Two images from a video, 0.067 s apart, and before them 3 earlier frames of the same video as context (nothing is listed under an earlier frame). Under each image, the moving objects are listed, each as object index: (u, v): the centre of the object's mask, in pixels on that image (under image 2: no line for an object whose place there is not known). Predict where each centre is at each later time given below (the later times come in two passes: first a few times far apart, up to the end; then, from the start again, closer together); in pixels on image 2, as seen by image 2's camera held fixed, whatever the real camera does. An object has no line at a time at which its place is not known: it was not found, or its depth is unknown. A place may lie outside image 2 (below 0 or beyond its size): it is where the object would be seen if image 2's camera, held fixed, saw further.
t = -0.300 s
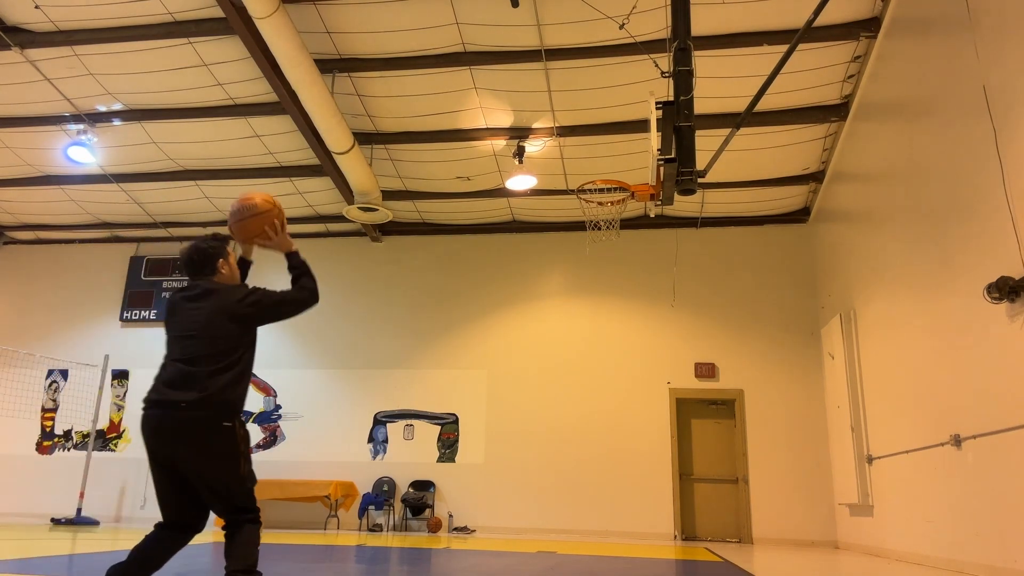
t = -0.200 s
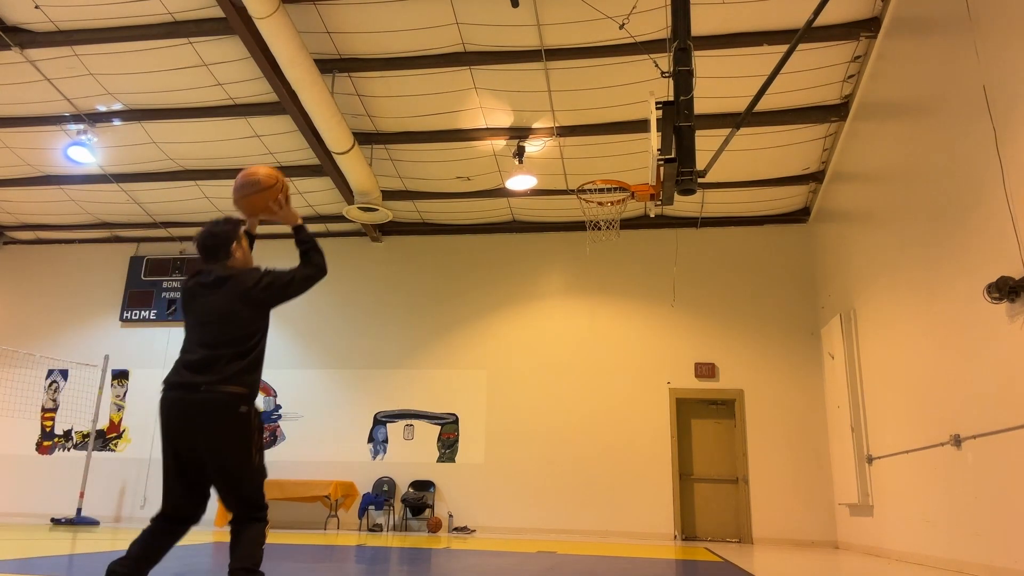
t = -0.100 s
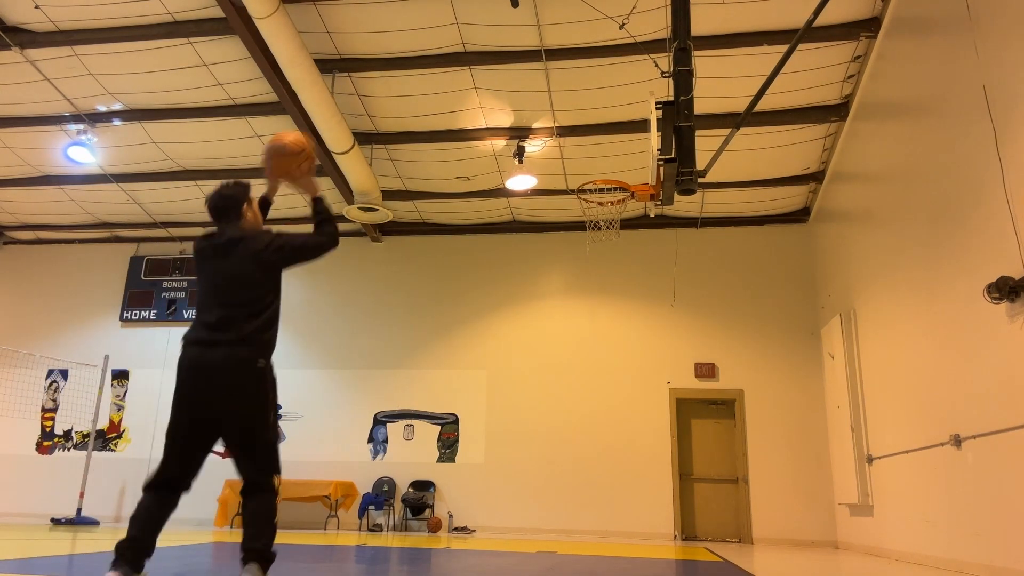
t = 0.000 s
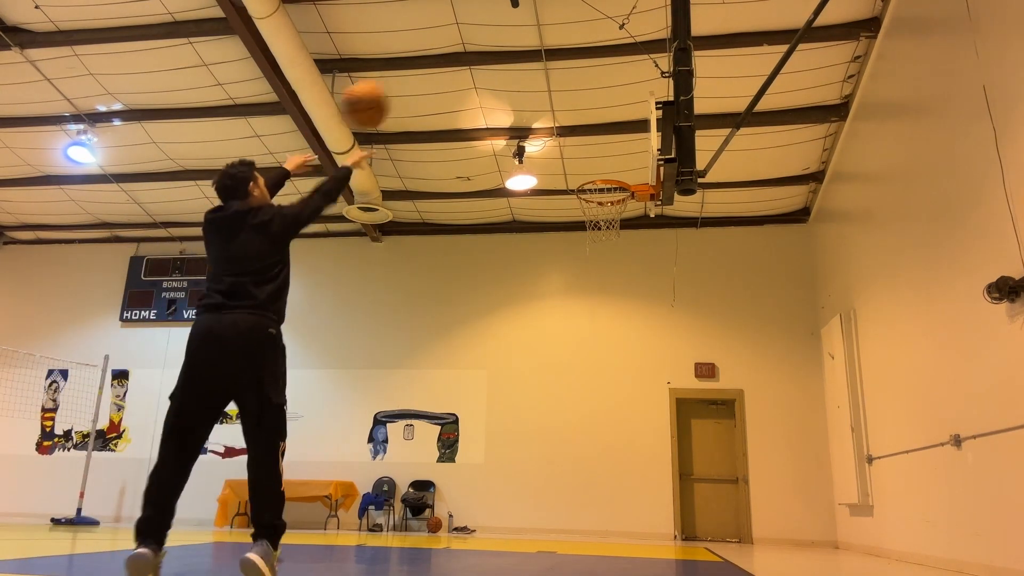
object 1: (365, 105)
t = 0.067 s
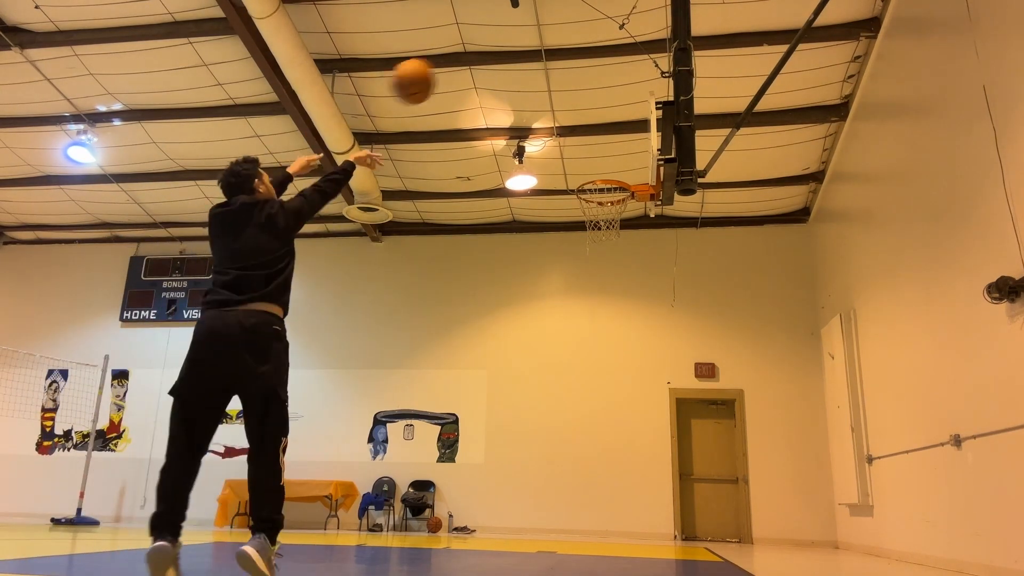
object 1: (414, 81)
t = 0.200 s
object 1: (489, 61)
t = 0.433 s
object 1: (587, 84)
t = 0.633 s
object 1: (626, 137)
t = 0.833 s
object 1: (598, 196)
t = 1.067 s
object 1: (621, 216)
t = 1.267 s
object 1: (620, 246)
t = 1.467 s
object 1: (612, 330)
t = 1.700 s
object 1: (605, 497)
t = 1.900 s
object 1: (592, 452)
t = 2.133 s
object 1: (574, 340)
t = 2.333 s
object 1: (560, 304)
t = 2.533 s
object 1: (546, 314)
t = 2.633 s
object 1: (539, 336)
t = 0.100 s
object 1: (434, 73)
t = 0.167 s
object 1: (472, 64)
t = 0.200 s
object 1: (489, 61)
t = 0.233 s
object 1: (505, 61)
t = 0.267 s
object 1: (521, 61)
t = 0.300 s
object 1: (535, 64)
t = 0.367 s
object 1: (562, 71)
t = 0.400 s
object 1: (575, 77)
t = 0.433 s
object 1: (587, 84)
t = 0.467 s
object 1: (598, 91)
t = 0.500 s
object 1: (609, 100)
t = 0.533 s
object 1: (620, 109)
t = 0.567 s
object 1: (630, 120)
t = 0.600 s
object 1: (634, 129)
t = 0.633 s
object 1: (626, 137)
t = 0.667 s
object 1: (618, 147)
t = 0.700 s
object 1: (611, 157)
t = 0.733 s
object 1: (604, 167)
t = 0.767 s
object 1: (596, 174)
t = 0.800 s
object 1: (591, 193)
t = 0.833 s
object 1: (598, 196)
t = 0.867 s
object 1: (607, 199)
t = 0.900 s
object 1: (616, 203)
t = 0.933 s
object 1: (623, 209)
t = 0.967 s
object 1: (627, 210)
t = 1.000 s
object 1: (627, 214)
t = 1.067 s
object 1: (621, 216)
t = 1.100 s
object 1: (625, 219)
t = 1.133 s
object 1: (624, 220)
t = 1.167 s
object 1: (623, 224)
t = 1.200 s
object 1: (622, 229)
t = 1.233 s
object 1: (621, 236)
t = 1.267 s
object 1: (620, 246)
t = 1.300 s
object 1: (618, 256)
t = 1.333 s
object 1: (617, 268)
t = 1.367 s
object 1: (616, 282)
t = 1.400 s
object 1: (614, 296)
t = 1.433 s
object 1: (613, 312)
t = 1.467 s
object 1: (612, 330)
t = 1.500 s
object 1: (611, 349)
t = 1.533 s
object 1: (610, 369)
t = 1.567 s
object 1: (609, 391)
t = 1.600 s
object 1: (608, 415)
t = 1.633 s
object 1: (607, 441)
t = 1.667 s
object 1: (606, 468)
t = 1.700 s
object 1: (605, 497)
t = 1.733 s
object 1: (604, 528)
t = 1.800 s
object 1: (600, 529)
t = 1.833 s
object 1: (597, 501)
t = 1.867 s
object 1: (595, 475)
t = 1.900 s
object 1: (592, 452)
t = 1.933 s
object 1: (589, 430)
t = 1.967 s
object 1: (587, 411)
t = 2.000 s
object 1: (584, 394)
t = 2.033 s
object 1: (582, 378)
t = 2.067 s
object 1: (579, 364)
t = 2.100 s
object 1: (577, 351)
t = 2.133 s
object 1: (574, 340)
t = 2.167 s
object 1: (572, 331)
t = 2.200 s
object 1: (570, 323)
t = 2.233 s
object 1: (567, 316)
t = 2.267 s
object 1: (565, 311)
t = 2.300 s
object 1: (563, 307)
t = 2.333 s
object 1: (560, 304)
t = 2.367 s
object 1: (558, 302)
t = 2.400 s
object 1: (556, 302)
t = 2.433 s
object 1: (554, 303)
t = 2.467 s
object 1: (551, 305)
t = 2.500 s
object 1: (549, 309)
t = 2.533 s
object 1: (546, 314)
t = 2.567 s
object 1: (544, 320)
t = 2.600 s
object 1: (542, 327)
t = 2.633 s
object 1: (539, 336)
